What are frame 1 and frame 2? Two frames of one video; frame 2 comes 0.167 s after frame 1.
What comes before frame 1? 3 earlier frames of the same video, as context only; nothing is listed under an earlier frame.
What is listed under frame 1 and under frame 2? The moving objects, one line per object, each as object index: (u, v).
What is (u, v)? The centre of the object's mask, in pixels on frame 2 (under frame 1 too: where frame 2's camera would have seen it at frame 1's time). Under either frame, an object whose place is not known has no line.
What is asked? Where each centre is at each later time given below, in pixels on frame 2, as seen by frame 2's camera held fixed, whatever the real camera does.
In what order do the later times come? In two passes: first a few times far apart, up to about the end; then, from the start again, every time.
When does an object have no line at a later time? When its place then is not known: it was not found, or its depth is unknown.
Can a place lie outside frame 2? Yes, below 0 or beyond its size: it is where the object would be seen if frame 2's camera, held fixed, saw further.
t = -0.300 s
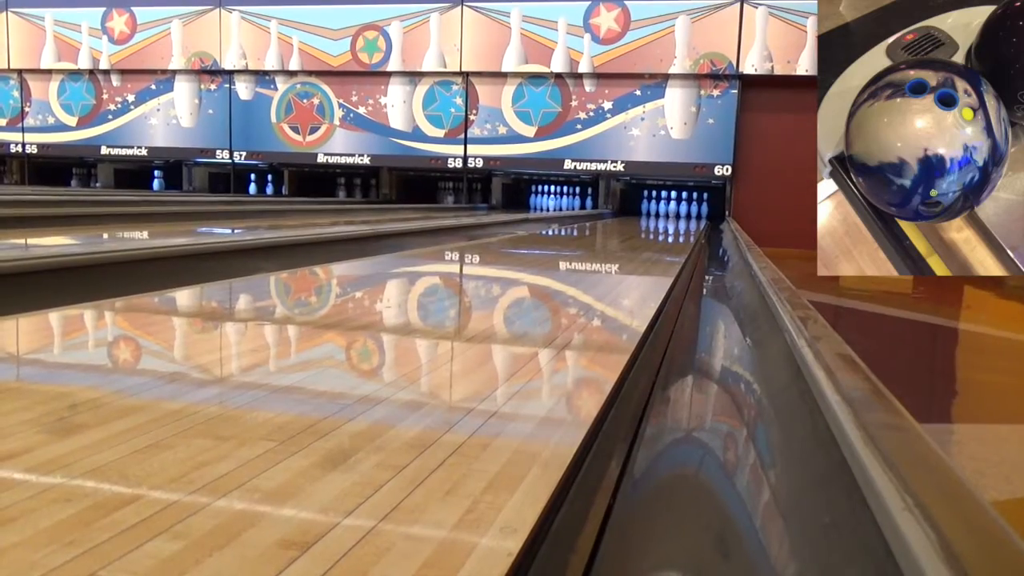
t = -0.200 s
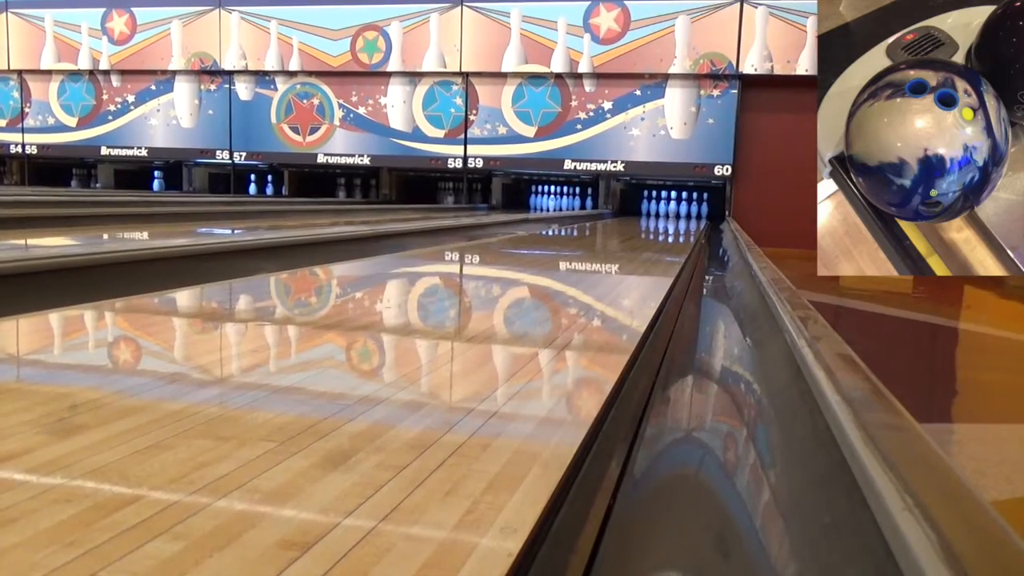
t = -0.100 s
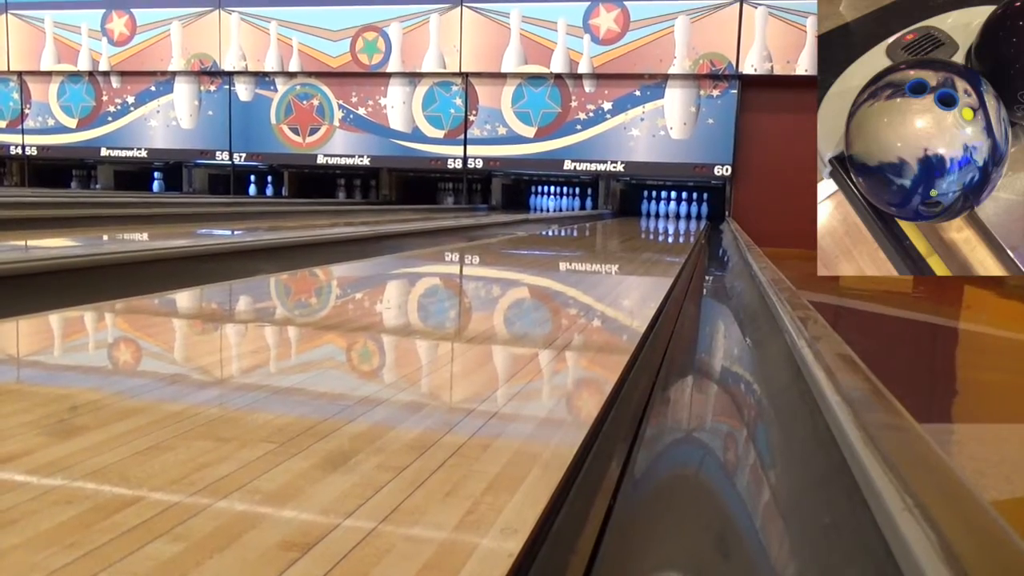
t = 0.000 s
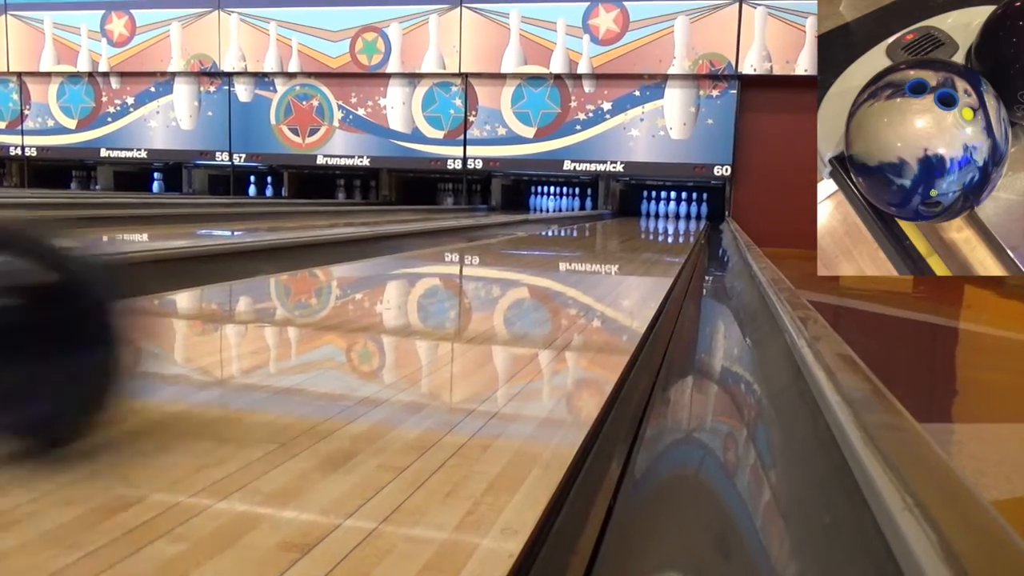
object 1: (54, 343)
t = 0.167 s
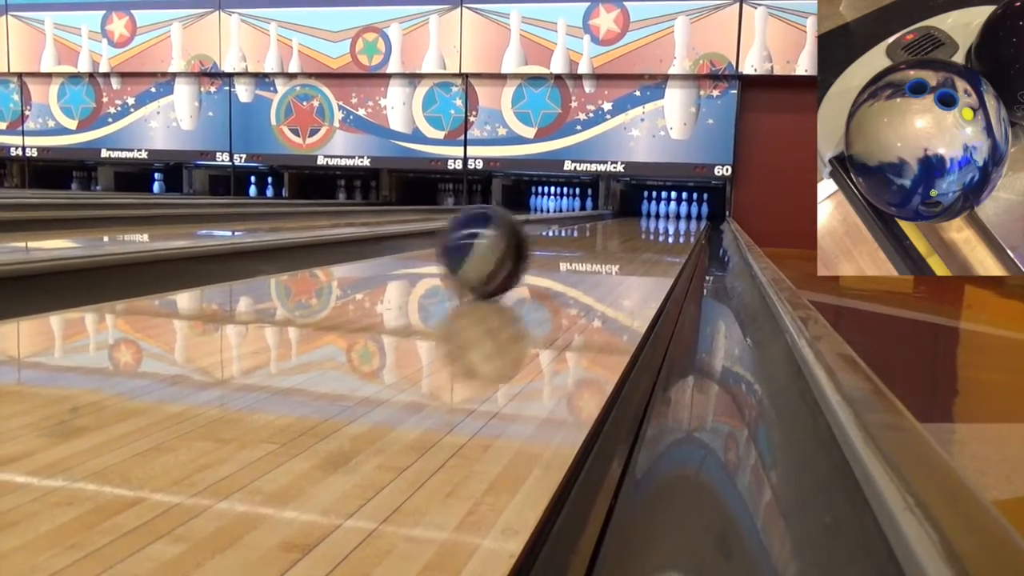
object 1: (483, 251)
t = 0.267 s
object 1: (560, 238)
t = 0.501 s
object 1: (639, 225)
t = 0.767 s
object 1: (675, 219)
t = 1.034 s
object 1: (687, 215)
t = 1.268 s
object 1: (686, 212)
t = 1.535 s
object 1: (678, 211)
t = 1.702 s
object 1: (676, 212)
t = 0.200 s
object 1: (515, 245)
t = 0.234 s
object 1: (540, 241)
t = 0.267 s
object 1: (560, 238)
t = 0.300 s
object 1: (578, 235)
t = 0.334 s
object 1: (592, 233)
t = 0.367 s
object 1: (604, 231)
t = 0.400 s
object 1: (613, 230)
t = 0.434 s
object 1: (624, 227)
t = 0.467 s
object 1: (632, 227)
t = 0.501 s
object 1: (639, 225)
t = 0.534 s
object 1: (645, 224)
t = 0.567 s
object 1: (651, 223)
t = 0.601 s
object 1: (656, 223)
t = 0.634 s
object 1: (660, 222)
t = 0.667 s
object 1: (664, 221)
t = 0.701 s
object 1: (669, 220)
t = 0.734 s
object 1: (672, 219)
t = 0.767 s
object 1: (675, 219)
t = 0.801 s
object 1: (678, 218)
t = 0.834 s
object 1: (679, 217)
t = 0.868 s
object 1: (682, 217)
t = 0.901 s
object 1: (684, 217)
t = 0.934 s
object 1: (686, 216)
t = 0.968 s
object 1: (687, 216)
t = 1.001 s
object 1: (687, 216)
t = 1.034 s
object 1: (687, 215)
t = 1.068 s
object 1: (688, 215)
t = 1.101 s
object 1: (688, 214)
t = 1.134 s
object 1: (688, 214)
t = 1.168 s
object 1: (688, 214)
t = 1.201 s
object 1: (688, 213)
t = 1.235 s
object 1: (688, 213)
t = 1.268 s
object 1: (686, 212)
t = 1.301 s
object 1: (687, 213)
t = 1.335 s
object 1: (686, 212)
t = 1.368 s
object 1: (685, 212)
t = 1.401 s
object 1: (684, 211)
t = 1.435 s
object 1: (683, 211)
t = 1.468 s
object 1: (682, 212)
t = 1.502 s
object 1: (682, 211)
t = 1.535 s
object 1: (678, 211)
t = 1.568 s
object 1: (677, 211)
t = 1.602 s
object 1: (677, 211)
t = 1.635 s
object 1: (678, 211)
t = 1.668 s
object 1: (677, 211)
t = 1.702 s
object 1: (676, 212)
